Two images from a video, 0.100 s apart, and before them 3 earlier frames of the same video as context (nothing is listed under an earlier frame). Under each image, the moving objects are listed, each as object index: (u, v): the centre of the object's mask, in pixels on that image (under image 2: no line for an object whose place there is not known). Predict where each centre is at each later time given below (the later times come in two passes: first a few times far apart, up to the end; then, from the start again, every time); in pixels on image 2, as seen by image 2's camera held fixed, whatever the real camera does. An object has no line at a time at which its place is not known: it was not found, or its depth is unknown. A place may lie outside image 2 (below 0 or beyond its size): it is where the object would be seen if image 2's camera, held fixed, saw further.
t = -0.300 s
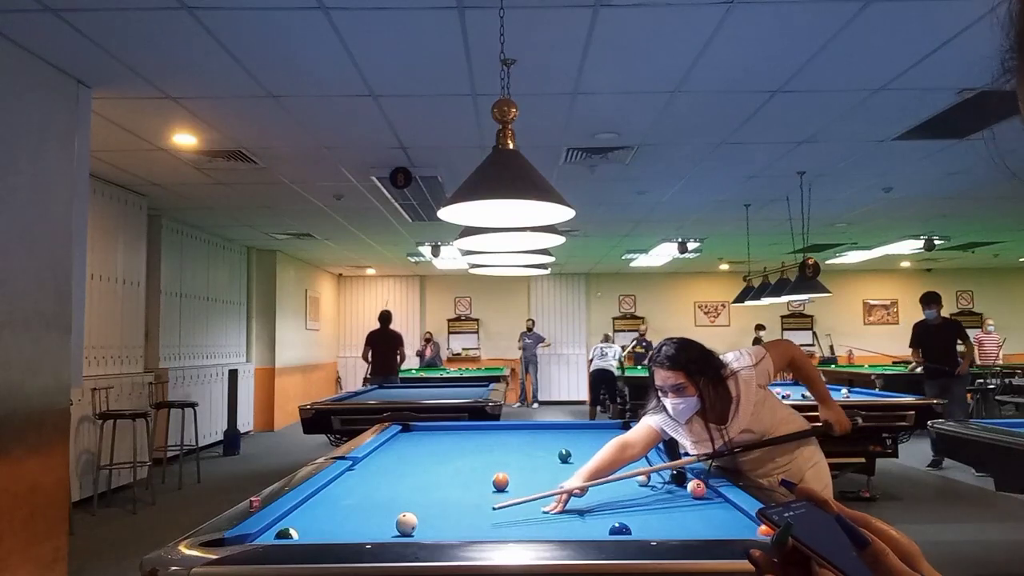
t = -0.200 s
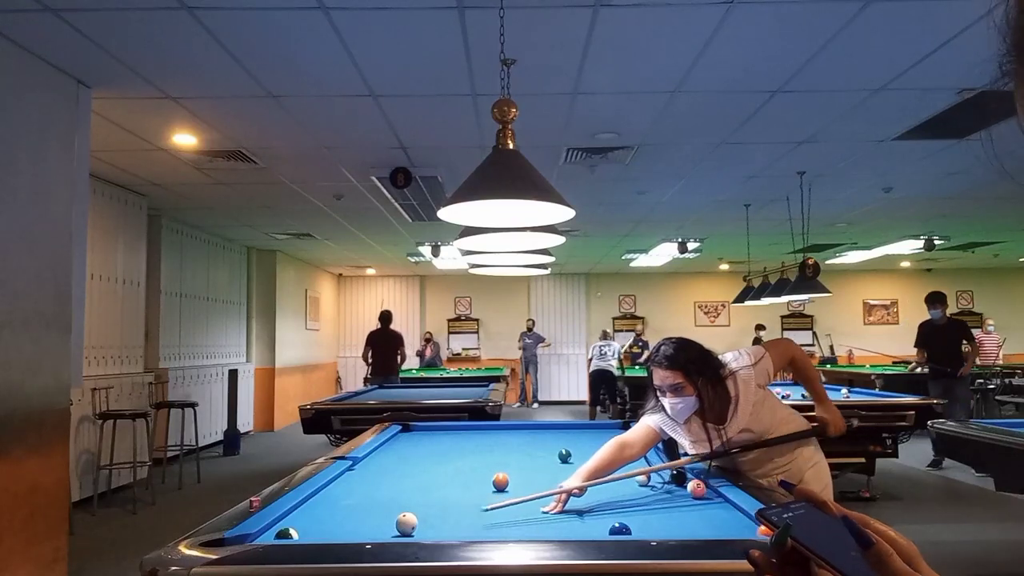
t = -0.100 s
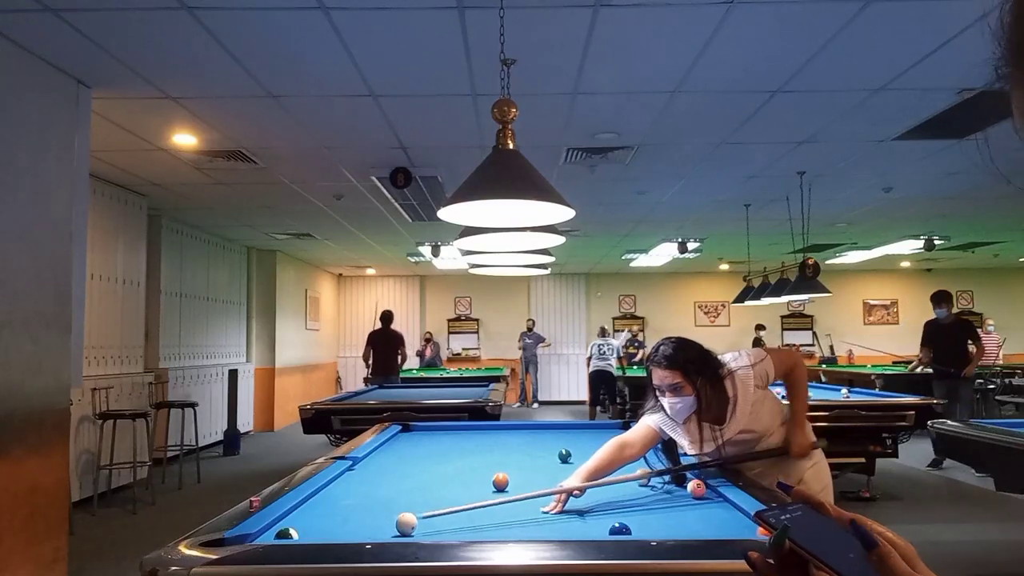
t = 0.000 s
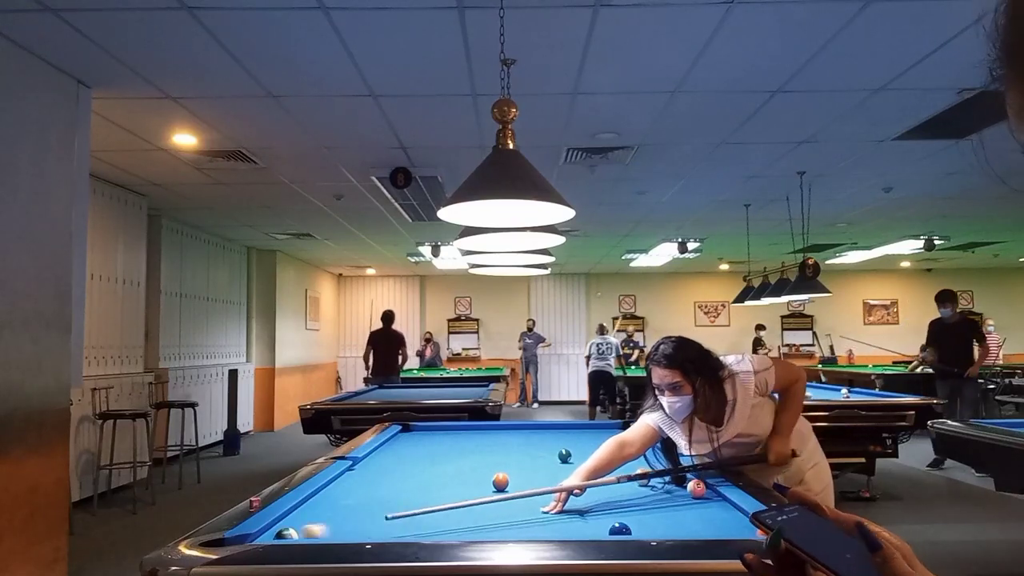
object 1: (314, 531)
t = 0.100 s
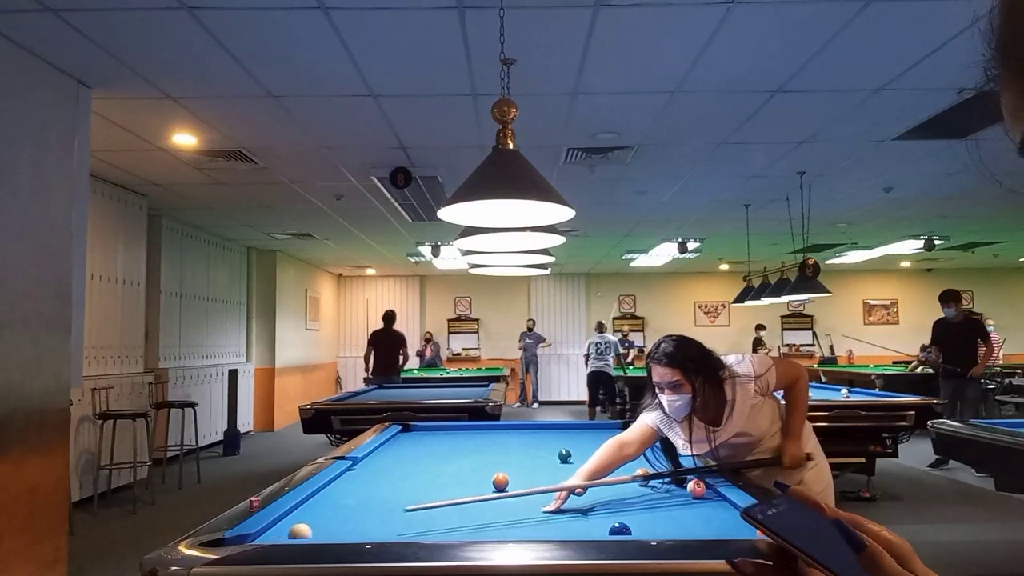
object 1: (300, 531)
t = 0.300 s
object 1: (265, 532)
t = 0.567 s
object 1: (282, 532)
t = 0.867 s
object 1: (301, 532)
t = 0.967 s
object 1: (306, 532)
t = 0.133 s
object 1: (294, 532)
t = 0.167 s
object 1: (288, 532)
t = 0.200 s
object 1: (281, 532)
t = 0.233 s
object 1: (274, 532)
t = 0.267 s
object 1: (267, 533)
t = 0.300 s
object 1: (265, 532)
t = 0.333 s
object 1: (267, 533)
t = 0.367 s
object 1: (269, 533)
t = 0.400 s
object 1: (271, 533)
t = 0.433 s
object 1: (274, 533)
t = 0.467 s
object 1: (275, 533)
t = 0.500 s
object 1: (278, 533)
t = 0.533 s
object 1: (280, 532)
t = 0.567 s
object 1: (282, 532)
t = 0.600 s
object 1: (284, 532)
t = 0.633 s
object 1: (287, 533)
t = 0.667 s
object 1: (289, 533)
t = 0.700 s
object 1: (291, 532)
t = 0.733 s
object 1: (293, 532)
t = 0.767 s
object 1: (295, 532)
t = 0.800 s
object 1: (297, 532)
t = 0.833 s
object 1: (298, 532)
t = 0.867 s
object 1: (301, 532)
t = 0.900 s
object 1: (302, 532)
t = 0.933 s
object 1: (304, 532)
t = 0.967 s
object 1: (306, 532)
